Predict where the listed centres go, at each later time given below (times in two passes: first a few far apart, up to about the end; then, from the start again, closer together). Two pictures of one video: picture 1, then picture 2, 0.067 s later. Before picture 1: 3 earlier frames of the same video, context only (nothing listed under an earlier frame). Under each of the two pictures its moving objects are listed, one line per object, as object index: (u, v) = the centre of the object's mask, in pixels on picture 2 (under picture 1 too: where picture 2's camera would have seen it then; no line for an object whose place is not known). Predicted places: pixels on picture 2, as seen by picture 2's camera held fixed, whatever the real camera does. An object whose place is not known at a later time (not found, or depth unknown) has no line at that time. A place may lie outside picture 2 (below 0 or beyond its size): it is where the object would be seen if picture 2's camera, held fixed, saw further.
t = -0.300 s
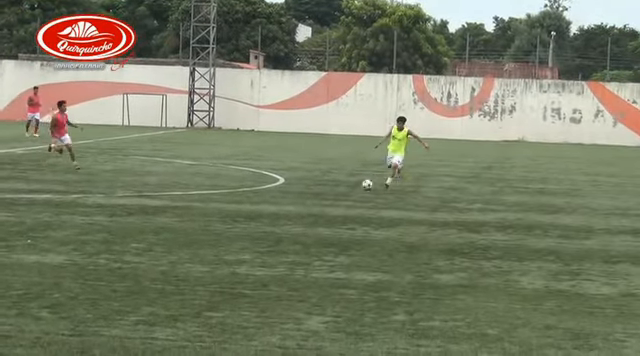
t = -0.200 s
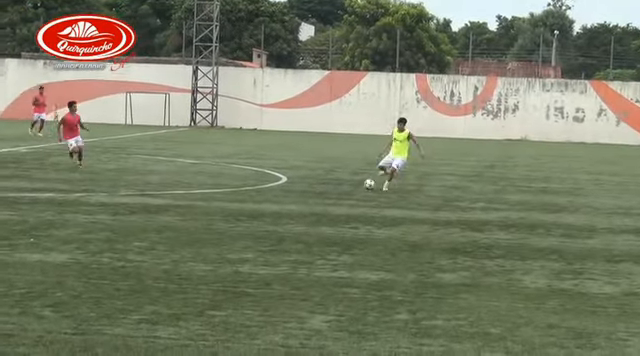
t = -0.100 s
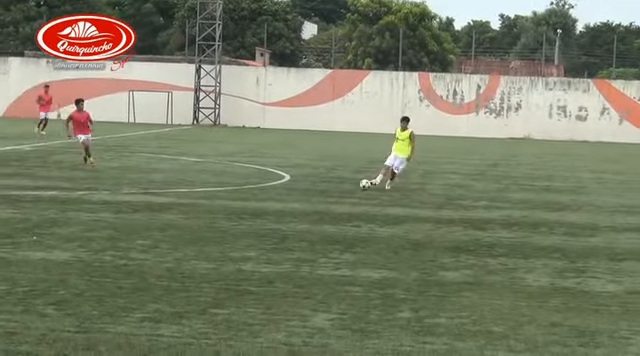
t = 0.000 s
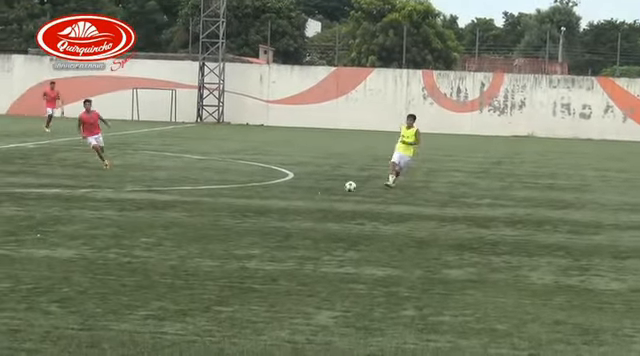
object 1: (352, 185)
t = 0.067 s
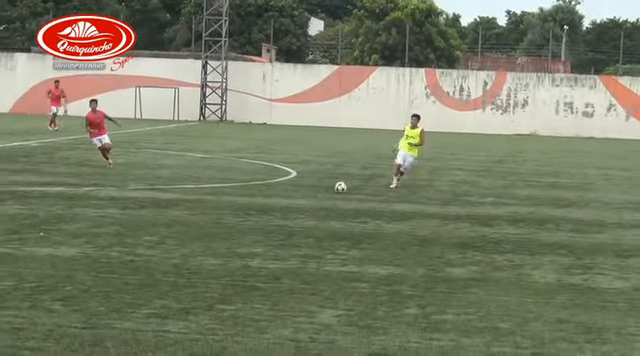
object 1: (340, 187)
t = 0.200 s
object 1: (314, 193)
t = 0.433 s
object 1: (266, 202)
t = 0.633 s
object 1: (224, 215)
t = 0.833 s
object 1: (183, 225)
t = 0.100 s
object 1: (334, 189)
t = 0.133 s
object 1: (327, 191)
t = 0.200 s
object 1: (314, 193)
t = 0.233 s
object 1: (307, 194)
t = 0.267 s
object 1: (301, 196)
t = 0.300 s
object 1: (293, 199)
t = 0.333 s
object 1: (286, 202)
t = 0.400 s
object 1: (273, 202)
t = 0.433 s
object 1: (266, 202)
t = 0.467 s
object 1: (260, 204)
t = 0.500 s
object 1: (252, 207)
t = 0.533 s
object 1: (245, 210)
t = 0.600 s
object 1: (231, 215)
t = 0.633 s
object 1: (224, 215)
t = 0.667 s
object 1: (217, 216)
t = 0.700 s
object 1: (211, 218)
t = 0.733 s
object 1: (203, 222)
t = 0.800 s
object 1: (189, 225)
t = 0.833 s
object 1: (183, 225)
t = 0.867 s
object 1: (176, 226)
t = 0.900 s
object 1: (170, 229)
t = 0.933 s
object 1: (163, 232)
